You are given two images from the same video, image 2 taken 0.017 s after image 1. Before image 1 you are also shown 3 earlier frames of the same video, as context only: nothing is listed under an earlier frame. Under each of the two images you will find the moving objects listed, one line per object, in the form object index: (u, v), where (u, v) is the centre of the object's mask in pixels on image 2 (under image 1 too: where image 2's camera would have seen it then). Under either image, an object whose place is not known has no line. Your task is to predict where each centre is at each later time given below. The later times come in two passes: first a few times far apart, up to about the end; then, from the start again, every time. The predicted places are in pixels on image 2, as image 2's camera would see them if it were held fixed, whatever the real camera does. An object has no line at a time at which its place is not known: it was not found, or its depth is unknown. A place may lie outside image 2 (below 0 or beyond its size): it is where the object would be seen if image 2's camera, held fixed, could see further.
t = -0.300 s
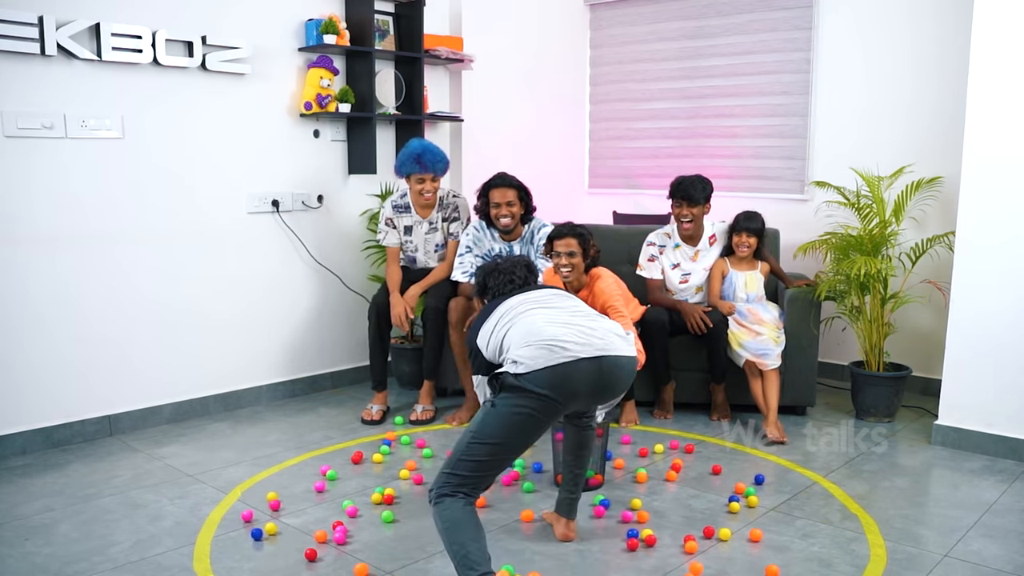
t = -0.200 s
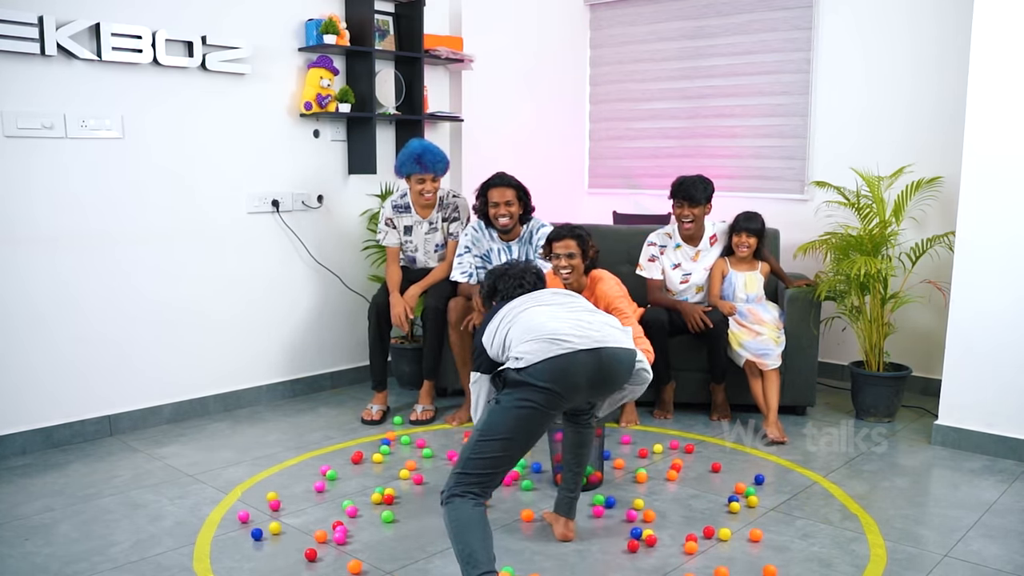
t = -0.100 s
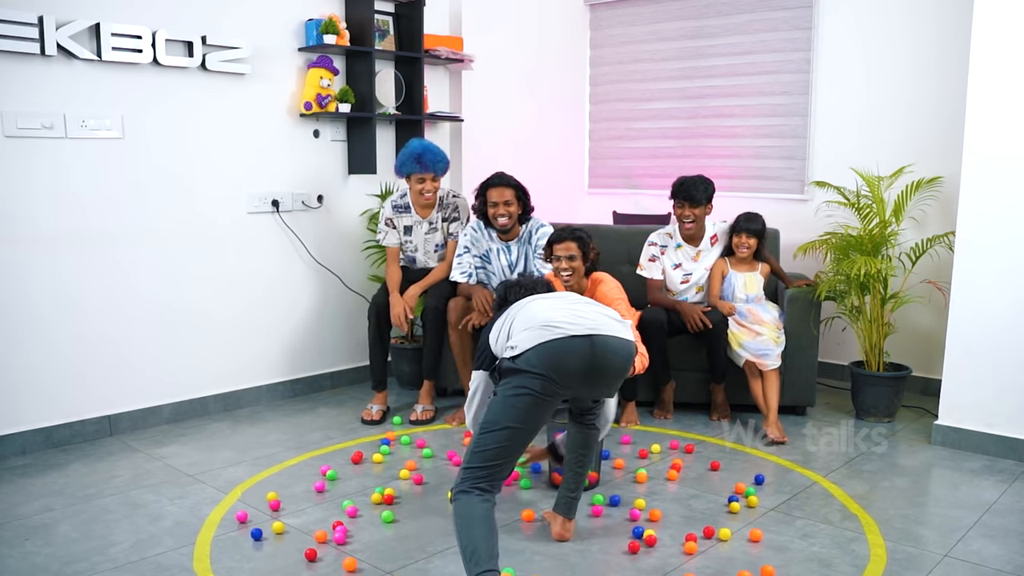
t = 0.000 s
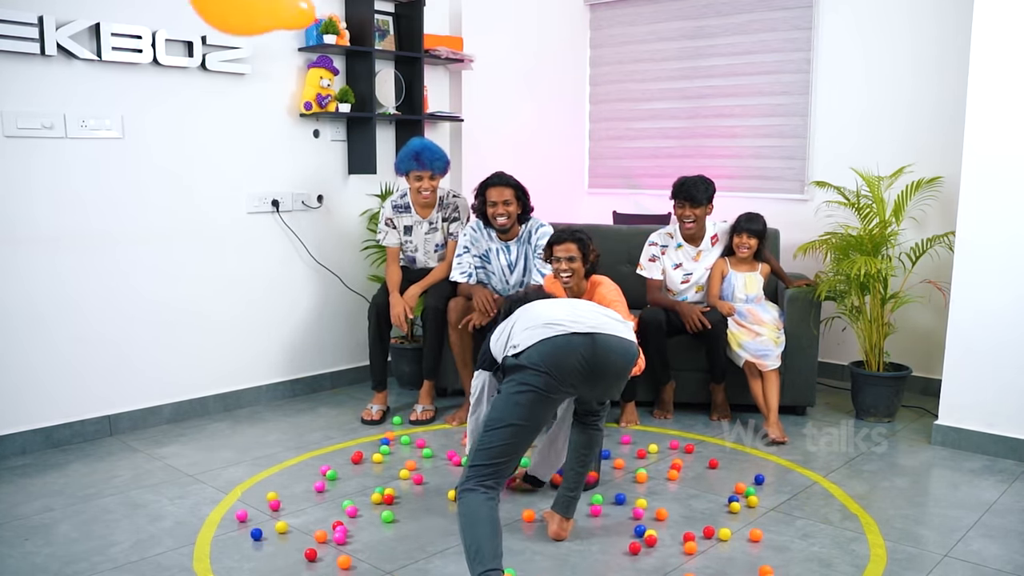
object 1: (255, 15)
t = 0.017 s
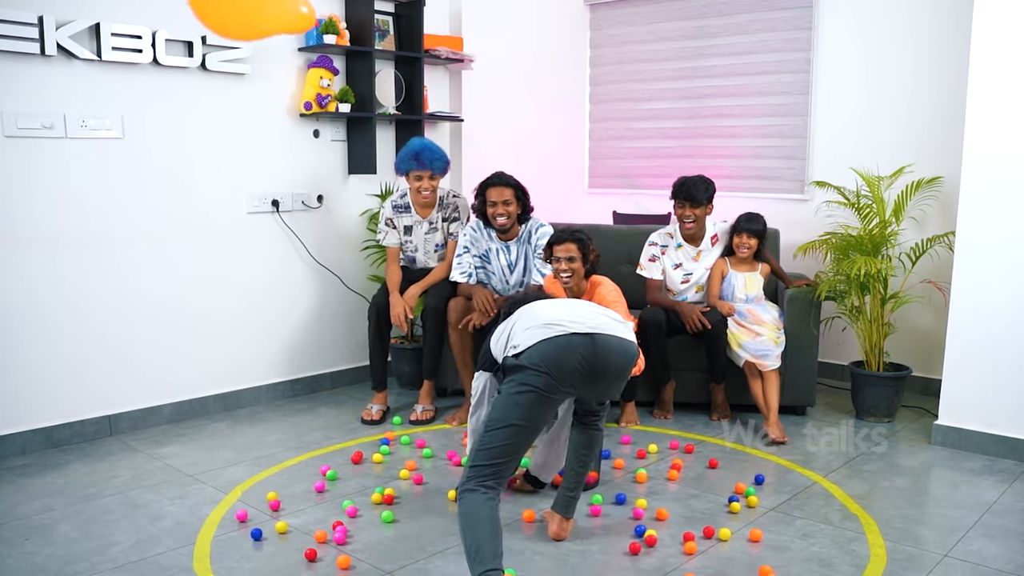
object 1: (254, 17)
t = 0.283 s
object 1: (272, 131)
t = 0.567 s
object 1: (320, 262)
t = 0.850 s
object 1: (363, 394)
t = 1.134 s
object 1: (383, 504)
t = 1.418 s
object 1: (387, 562)
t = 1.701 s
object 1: (396, 550)
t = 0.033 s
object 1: (252, 23)
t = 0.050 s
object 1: (251, 28)
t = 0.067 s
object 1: (251, 33)
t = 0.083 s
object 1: (251, 36)
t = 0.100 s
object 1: (251, 42)
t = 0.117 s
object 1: (252, 49)
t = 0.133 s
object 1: (254, 59)
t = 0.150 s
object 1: (255, 64)
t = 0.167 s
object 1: (257, 74)
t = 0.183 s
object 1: (259, 84)
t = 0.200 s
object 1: (262, 93)
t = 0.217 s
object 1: (263, 98)
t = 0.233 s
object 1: (265, 108)
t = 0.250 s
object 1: (267, 117)
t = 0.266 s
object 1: (270, 126)
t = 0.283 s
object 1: (272, 131)
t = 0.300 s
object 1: (274, 140)
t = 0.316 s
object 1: (277, 150)
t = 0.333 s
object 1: (280, 158)
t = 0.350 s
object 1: (282, 163)
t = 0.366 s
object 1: (285, 172)
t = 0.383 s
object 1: (288, 180)
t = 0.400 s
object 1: (291, 189)
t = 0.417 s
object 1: (293, 193)
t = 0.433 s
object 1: (296, 202)
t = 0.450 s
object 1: (299, 211)
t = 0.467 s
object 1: (303, 219)
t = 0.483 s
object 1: (304, 224)
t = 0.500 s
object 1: (308, 232)
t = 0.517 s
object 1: (311, 241)
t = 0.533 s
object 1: (314, 249)
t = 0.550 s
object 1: (316, 253)
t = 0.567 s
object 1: (320, 262)
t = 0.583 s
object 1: (324, 271)
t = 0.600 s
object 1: (327, 280)
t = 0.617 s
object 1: (329, 284)
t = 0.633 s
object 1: (332, 292)
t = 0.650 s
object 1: (335, 301)
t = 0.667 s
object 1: (338, 310)
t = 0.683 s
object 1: (340, 314)
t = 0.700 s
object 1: (343, 323)
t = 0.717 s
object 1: (346, 332)
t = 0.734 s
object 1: (348, 341)
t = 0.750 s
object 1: (350, 346)
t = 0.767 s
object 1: (353, 355)
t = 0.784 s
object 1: (355, 364)
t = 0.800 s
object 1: (358, 373)
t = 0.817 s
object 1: (359, 377)
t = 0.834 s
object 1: (361, 386)
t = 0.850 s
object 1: (363, 394)
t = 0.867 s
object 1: (365, 403)
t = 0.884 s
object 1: (366, 407)
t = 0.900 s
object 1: (368, 415)
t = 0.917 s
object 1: (370, 424)
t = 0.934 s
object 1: (372, 432)
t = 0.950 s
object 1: (372, 436)
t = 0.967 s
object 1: (374, 444)
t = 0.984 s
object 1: (375, 451)
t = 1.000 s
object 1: (377, 458)
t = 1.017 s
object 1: (377, 462)
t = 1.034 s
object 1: (378, 469)
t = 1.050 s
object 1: (379, 476)
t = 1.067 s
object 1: (381, 482)
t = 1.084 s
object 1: (381, 486)
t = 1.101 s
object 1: (382, 492)
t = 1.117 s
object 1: (383, 498)
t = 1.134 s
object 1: (383, 504)
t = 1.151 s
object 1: (384, 507)
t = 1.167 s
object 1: (385, 512)
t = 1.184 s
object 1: (386, 518)
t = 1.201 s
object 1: (386, 524)
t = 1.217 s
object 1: (386, 527)
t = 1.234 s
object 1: (387, 532)
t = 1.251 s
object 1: (387, 537)
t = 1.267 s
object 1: (387, 542)
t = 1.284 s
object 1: (387, 544)
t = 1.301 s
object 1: (387, 547)
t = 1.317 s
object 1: (387, 550)
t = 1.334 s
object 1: (387, 553)
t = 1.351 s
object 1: (387, 554)
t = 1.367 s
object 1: (387, 556)
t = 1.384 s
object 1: (387, 559)
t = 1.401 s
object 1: (387, 561)
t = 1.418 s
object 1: (387, 562)
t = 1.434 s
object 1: (386, 563)
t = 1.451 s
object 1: (384, 561)
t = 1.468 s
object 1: (384, 560)
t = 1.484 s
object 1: (385, 559)
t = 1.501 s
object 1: (386, 559)
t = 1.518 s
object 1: (387, 558)
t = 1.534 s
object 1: (388, 558)
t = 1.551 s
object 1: (389, 557)
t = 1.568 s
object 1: (390, 556)
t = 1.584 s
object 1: (390, 555)
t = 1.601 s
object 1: (391, 554)
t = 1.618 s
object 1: (392, 553)
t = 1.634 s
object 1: (393, 552)
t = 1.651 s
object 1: (393, 552)
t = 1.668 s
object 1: (394, 551)
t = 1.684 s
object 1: (395, 550)
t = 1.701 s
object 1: (396, 550)
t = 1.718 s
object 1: (396, 550)
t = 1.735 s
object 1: (397, 549)
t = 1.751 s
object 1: (398, 549)
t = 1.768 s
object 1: (398, 549)
